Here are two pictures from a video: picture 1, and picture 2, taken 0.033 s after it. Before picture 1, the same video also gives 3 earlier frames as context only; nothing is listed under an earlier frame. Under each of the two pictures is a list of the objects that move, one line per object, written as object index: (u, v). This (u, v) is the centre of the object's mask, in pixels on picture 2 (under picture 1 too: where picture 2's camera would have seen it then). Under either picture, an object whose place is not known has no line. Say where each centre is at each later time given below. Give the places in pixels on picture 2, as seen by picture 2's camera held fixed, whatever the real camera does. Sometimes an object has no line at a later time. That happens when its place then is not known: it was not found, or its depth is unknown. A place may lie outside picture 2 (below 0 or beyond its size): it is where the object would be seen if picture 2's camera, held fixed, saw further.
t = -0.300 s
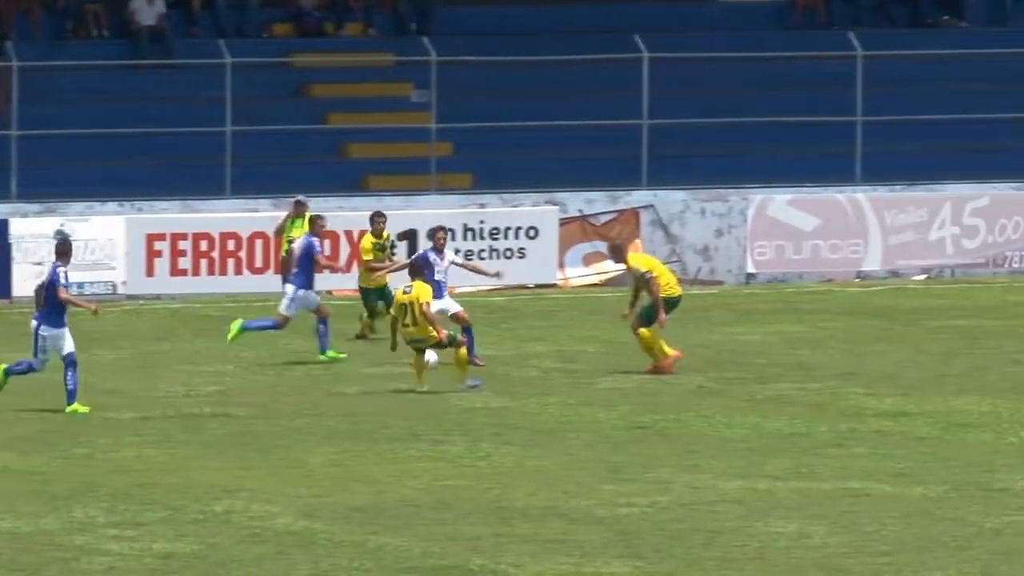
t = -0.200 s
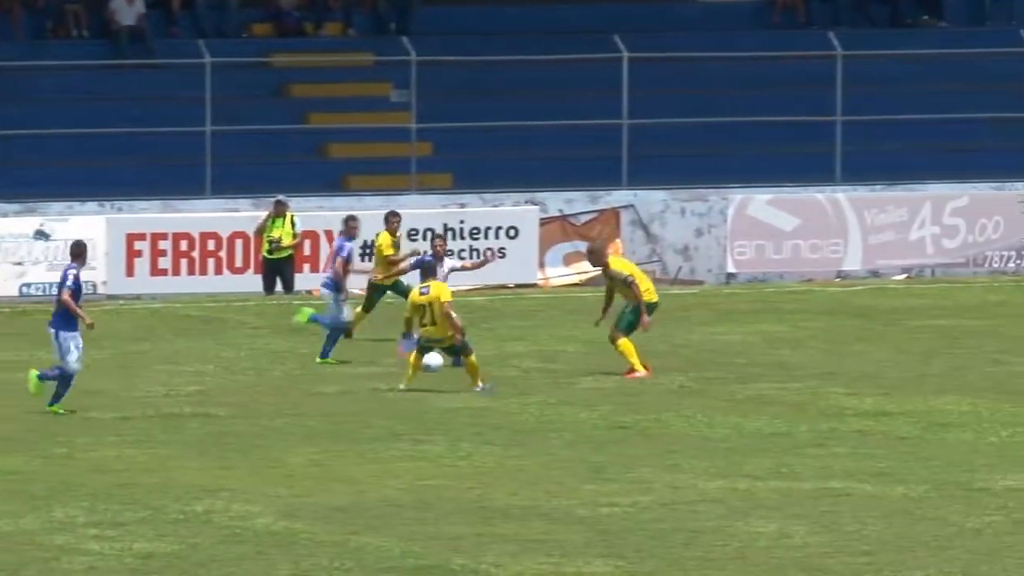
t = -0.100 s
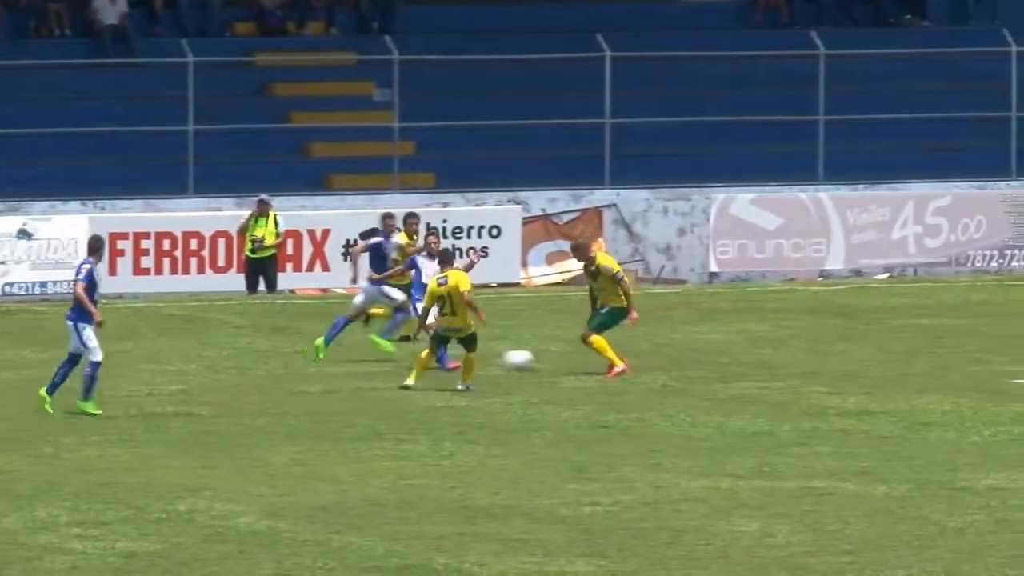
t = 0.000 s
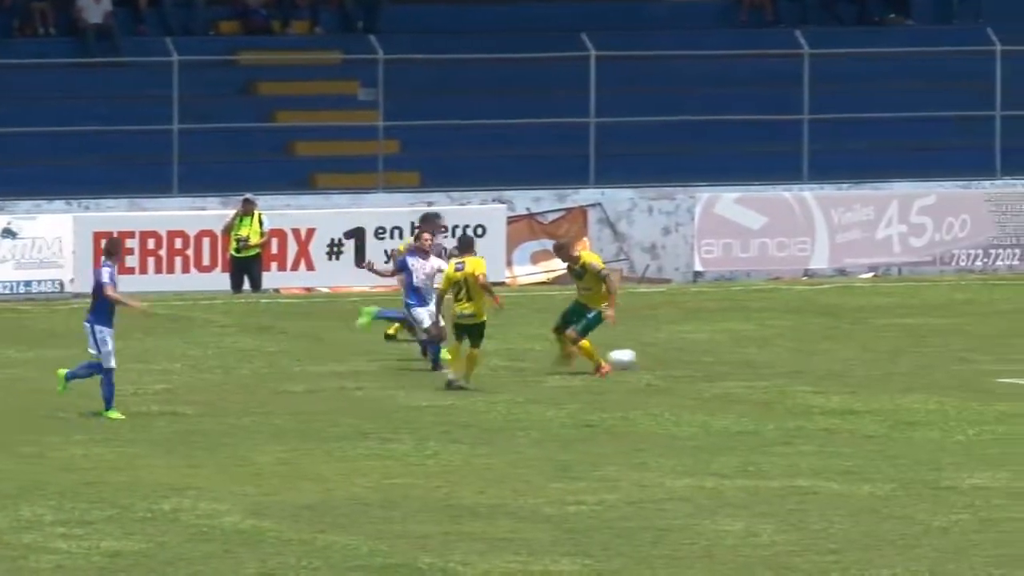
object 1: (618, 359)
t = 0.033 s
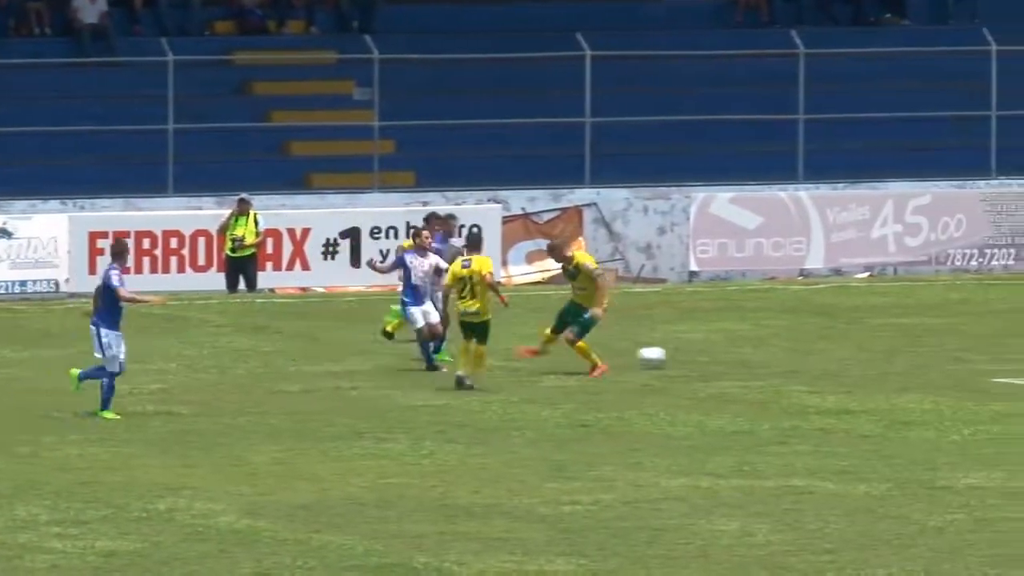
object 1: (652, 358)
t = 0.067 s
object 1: (686, 354)
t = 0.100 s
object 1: (721, 353)
